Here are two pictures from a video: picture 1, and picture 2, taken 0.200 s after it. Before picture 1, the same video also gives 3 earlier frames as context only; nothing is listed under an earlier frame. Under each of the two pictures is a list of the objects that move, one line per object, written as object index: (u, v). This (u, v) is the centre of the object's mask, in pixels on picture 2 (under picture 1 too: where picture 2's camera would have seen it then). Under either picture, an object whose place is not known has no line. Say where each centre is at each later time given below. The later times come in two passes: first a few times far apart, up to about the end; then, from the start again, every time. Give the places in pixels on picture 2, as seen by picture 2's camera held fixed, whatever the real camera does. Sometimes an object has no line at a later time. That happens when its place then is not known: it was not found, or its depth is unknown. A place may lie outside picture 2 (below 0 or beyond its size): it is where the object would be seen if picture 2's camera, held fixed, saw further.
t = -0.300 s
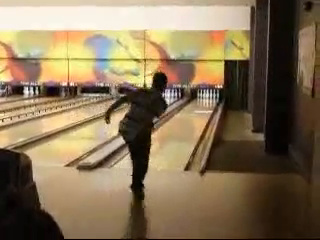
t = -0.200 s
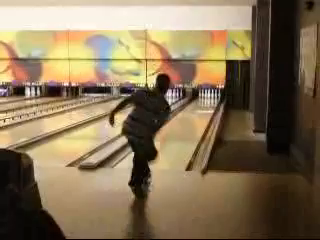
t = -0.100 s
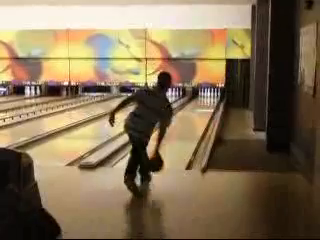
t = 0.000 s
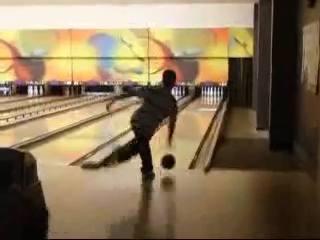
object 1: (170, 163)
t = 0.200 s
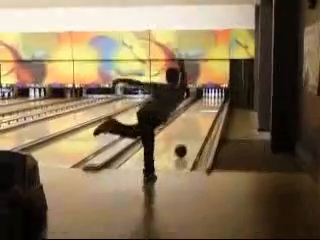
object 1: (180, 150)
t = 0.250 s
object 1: (182, 148)
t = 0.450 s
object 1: (189, 137)
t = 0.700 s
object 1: (197, 125)
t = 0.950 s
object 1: (201, 119)
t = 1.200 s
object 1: (205, 113)
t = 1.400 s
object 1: (207, 109)
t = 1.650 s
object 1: (209, 106)
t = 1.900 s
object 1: (211, 102)
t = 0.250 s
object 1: (182, 148)
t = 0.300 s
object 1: (184, 145)
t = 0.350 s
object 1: (187, 140)
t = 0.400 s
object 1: (188, 138)
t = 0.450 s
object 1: (189, 137)
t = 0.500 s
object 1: (191, 135)
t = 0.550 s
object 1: (193, 131)
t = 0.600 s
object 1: (194, 130)
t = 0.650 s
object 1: (195, 129)
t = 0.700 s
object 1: (197, 125)
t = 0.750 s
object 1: (197, 124)
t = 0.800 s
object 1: (198, 123)
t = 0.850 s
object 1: (199, 121)
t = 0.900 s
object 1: (200, 120)
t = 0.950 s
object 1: (201, 119)
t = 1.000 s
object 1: (202, 117)
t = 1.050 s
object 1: (203, 115)
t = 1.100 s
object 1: (204, 114)
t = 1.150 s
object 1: (205, 114)
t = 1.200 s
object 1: (205, 113)
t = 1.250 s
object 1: (205, 112)
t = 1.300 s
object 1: (206, 111)
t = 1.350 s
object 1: (206, 111)
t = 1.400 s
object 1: (207, 109)
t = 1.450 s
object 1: (208, 107)
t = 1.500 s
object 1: (208, 107)
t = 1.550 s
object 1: (209, 107)
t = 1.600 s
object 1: (209, 106)
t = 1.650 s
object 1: (209, 106)
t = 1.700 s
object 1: (210, 104)
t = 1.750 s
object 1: (210, 104)
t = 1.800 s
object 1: (211, 103)
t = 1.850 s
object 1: (211, 103)
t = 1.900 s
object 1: (211, 102)
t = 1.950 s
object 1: (212, 102)
